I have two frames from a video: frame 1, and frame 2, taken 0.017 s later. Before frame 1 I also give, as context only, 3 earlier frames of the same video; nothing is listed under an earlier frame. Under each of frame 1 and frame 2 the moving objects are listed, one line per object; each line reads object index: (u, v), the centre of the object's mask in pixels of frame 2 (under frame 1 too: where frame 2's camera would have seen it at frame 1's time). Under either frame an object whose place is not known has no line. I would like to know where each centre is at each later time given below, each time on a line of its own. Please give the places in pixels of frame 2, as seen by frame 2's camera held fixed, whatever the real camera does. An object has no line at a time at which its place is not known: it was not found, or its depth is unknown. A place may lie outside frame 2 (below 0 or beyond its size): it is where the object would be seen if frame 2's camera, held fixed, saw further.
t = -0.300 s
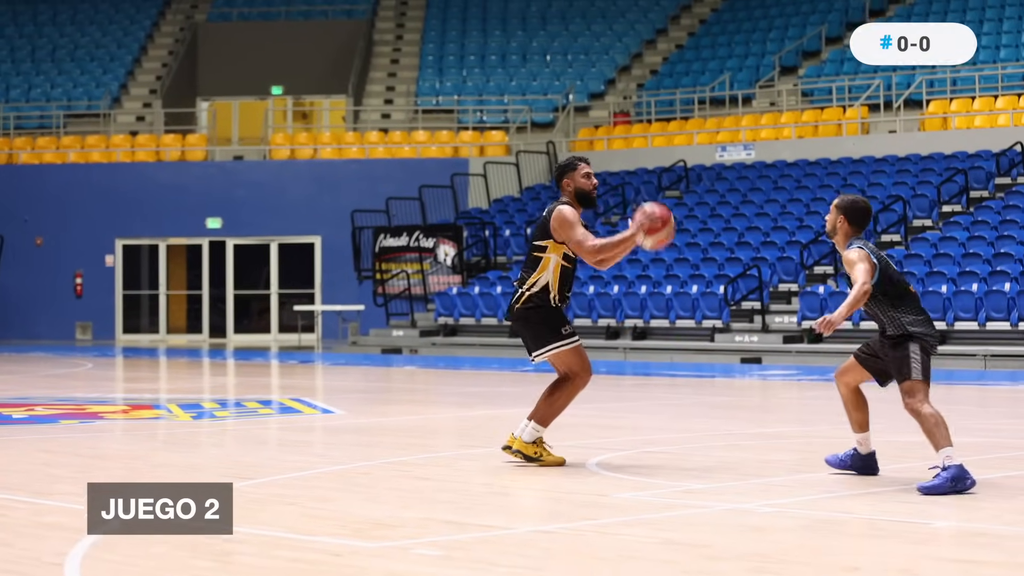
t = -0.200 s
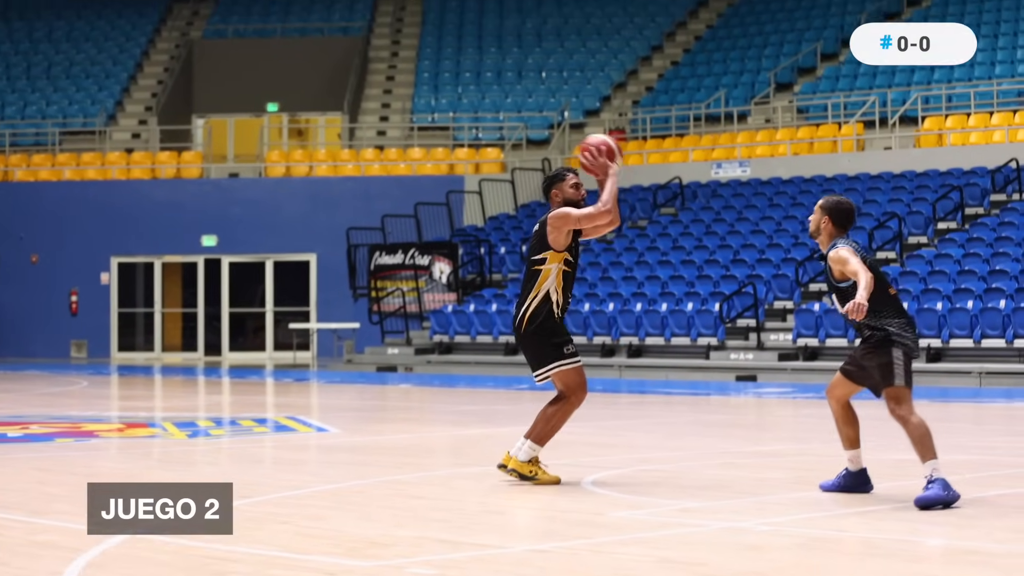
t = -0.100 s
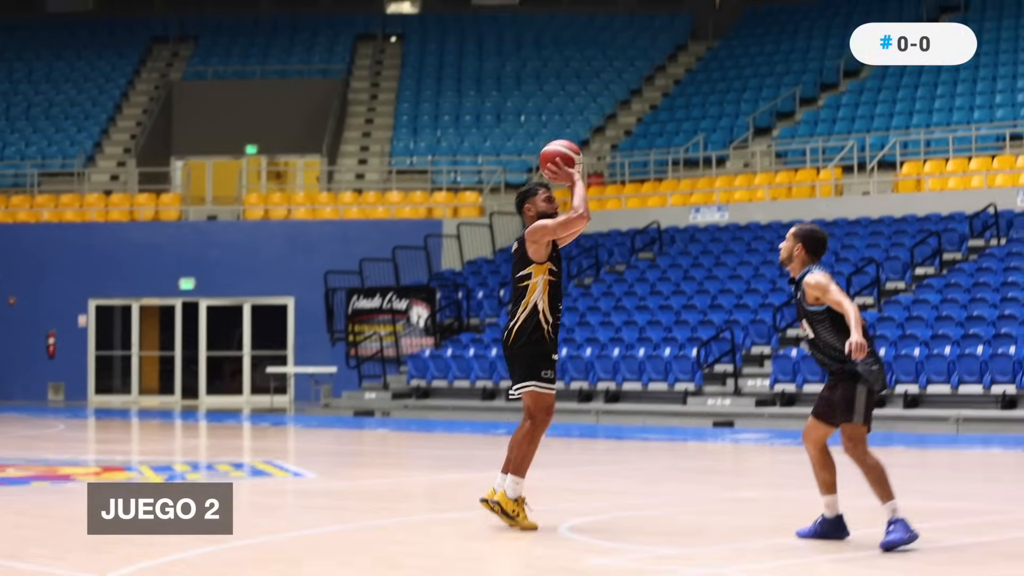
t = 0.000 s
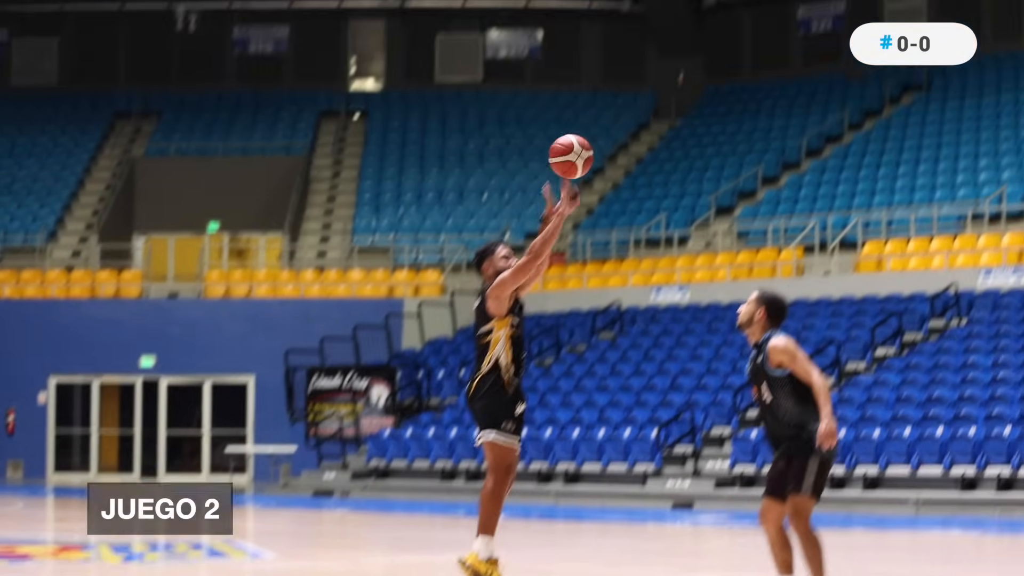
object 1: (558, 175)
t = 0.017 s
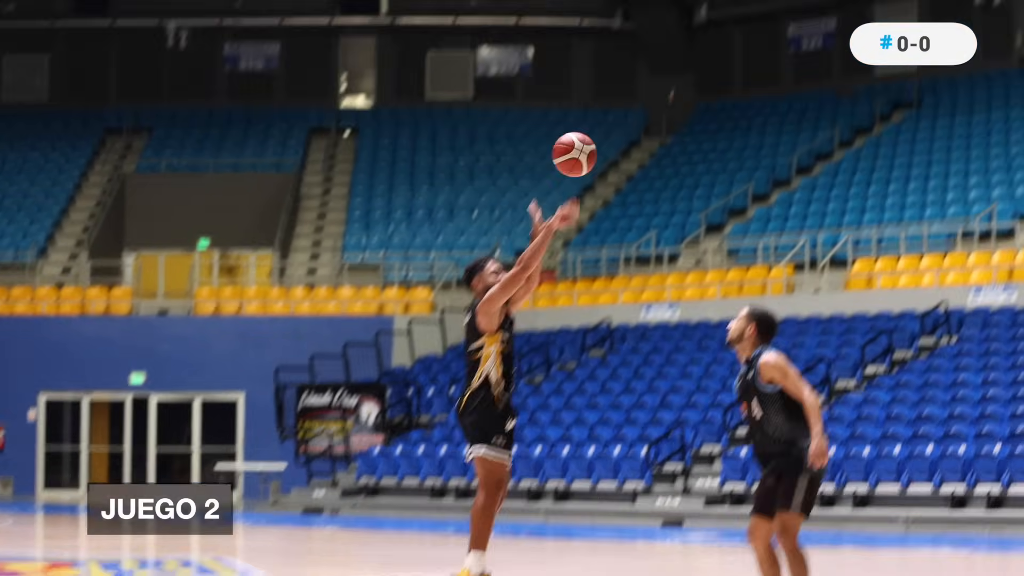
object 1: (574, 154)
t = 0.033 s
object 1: (593, 134)
